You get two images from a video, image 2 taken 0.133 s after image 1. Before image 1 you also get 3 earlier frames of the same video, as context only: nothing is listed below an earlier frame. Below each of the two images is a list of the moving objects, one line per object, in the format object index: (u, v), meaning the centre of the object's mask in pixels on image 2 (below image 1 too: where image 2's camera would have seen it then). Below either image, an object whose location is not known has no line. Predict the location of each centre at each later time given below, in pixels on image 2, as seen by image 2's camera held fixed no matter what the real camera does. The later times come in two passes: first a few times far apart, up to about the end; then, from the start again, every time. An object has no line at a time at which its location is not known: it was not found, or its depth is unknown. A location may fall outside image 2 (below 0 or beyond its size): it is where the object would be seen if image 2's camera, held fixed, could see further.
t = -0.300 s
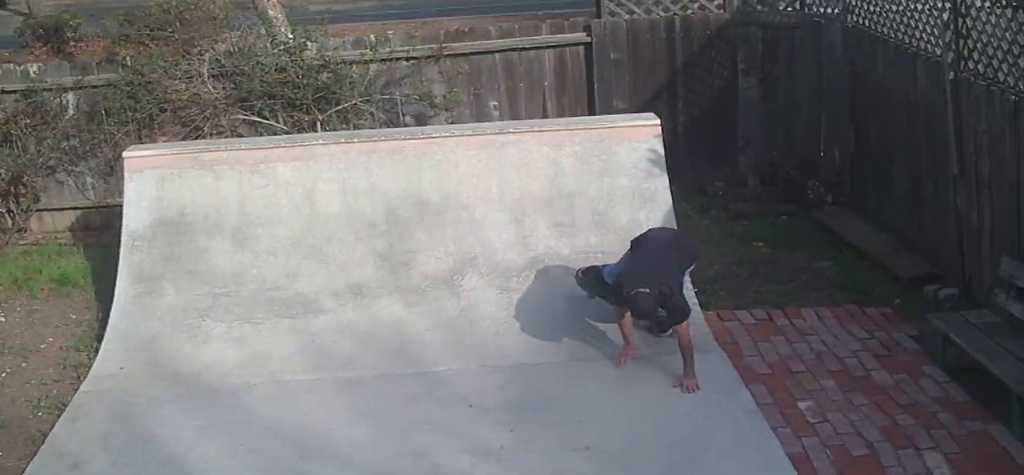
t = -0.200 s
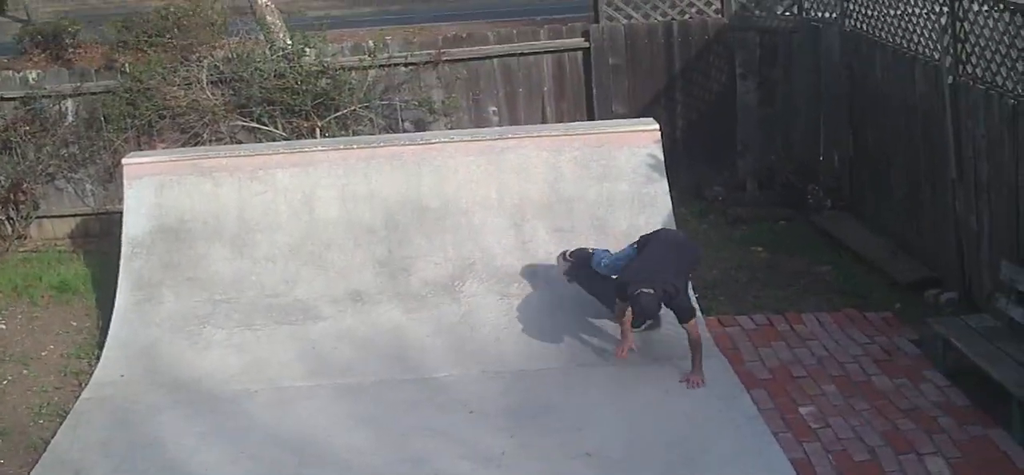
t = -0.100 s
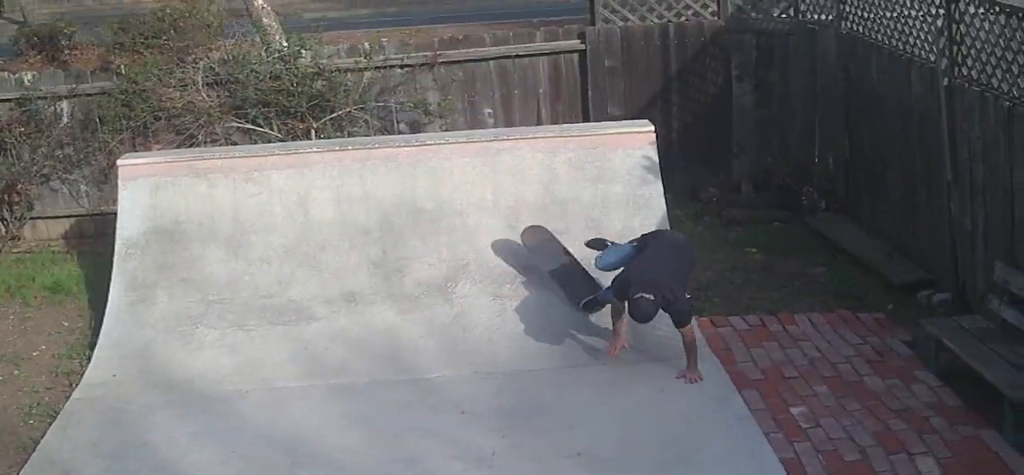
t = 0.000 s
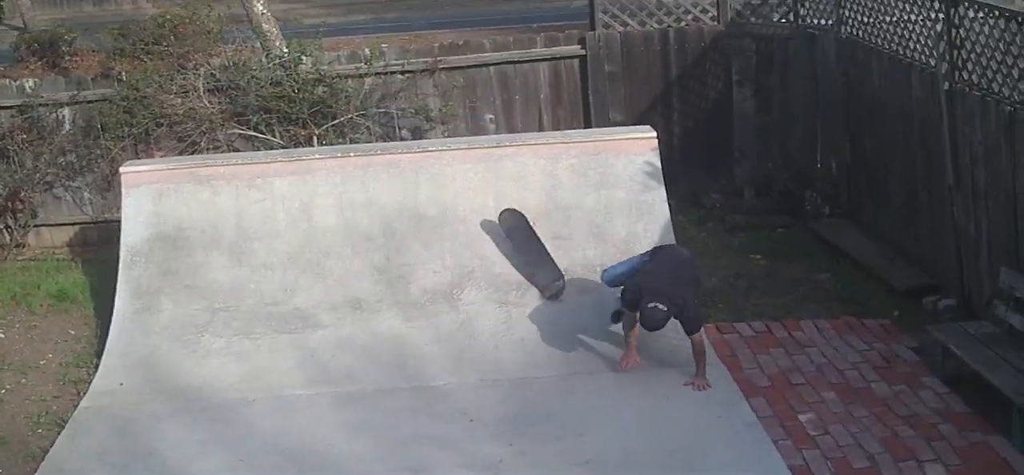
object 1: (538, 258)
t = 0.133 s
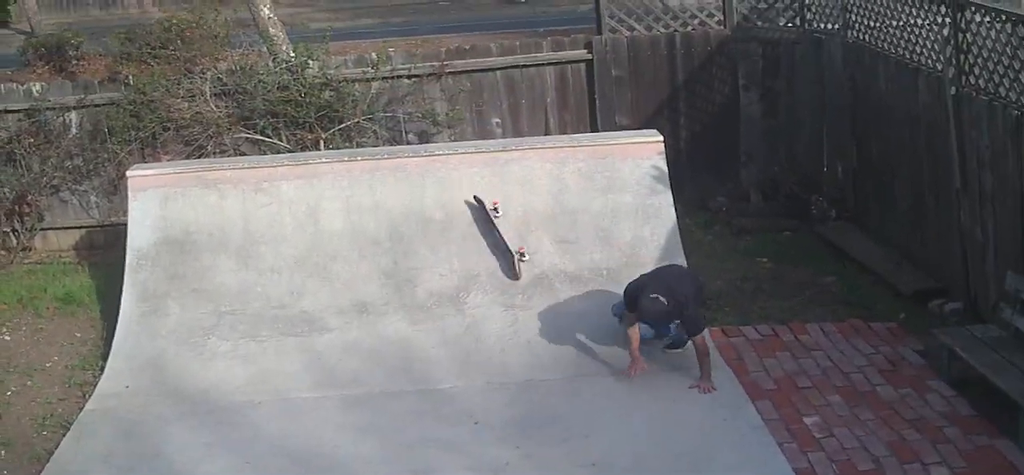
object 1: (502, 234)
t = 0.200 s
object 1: (487, 231)
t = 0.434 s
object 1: (441, 228)
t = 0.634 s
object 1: (408, 259)
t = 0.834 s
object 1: (399, 303)
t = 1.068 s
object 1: (429, 348)
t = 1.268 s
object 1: (469, 378)
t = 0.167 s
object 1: (496, 234)
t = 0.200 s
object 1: (487, 231)
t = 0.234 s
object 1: (478, 227)
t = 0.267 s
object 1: (468, 226)
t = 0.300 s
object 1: (463, 225)
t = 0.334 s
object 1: (459, 224)
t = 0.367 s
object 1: (456, 224)
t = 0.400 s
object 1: (450, 225)
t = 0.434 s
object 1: (441, 228)
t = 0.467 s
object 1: (436, 227)
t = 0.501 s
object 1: (432, 232)
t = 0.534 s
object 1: (422, 240)
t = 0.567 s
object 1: (417, 246)
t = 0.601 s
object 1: (412, 253)
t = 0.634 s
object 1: (408, 259)
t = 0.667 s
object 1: (404, 266)
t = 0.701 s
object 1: (401, 273)
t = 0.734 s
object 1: (400, 281)
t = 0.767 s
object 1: (398, 288)
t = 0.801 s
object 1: (398, 296)
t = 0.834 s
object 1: (399, 303)
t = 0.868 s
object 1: (401, 310)
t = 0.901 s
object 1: (404, 317)
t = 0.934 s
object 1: (408, 323)
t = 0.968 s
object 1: (413, 329)
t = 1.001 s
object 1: (418, 335)
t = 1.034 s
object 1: (423, 341)
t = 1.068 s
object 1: (429, 348)
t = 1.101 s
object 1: (434, 353)
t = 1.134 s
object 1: (439, 358)
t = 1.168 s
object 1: (445, 364)
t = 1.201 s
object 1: (457, 368)
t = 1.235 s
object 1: (463, 374)
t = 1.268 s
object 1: (469, 378)
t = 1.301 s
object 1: (476, 384)
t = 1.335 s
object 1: (482, 388)
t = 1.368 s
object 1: (490, 394)
